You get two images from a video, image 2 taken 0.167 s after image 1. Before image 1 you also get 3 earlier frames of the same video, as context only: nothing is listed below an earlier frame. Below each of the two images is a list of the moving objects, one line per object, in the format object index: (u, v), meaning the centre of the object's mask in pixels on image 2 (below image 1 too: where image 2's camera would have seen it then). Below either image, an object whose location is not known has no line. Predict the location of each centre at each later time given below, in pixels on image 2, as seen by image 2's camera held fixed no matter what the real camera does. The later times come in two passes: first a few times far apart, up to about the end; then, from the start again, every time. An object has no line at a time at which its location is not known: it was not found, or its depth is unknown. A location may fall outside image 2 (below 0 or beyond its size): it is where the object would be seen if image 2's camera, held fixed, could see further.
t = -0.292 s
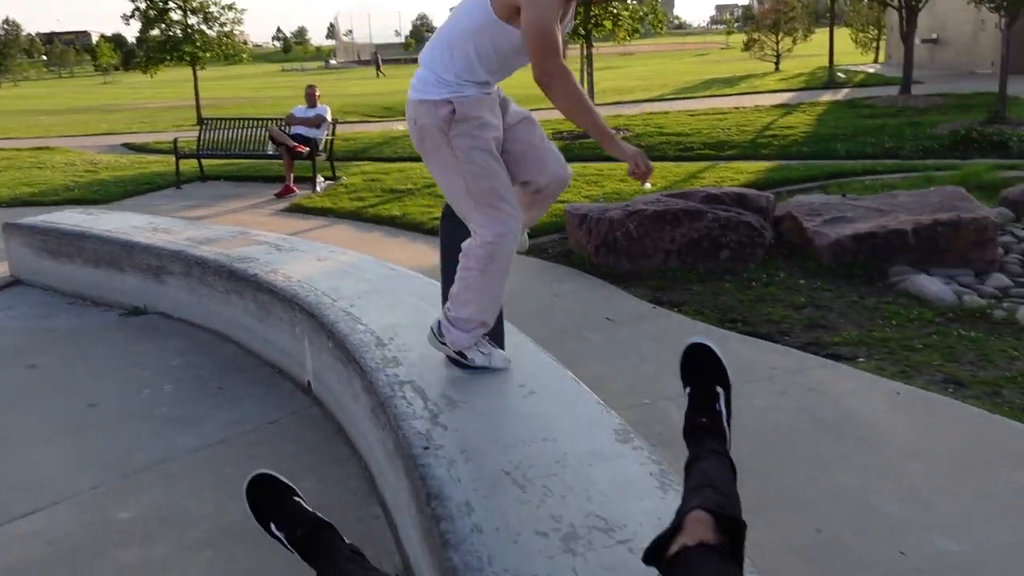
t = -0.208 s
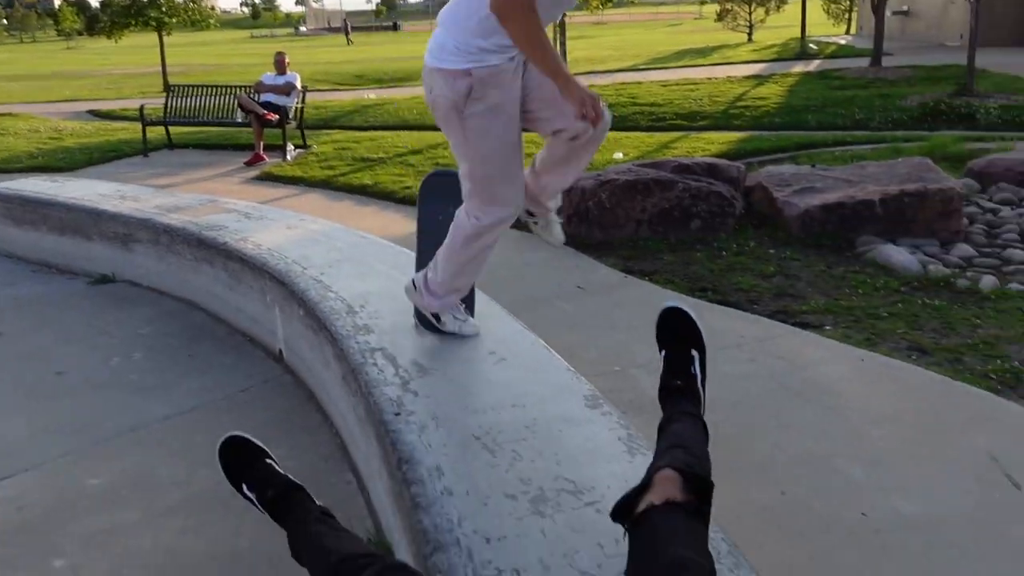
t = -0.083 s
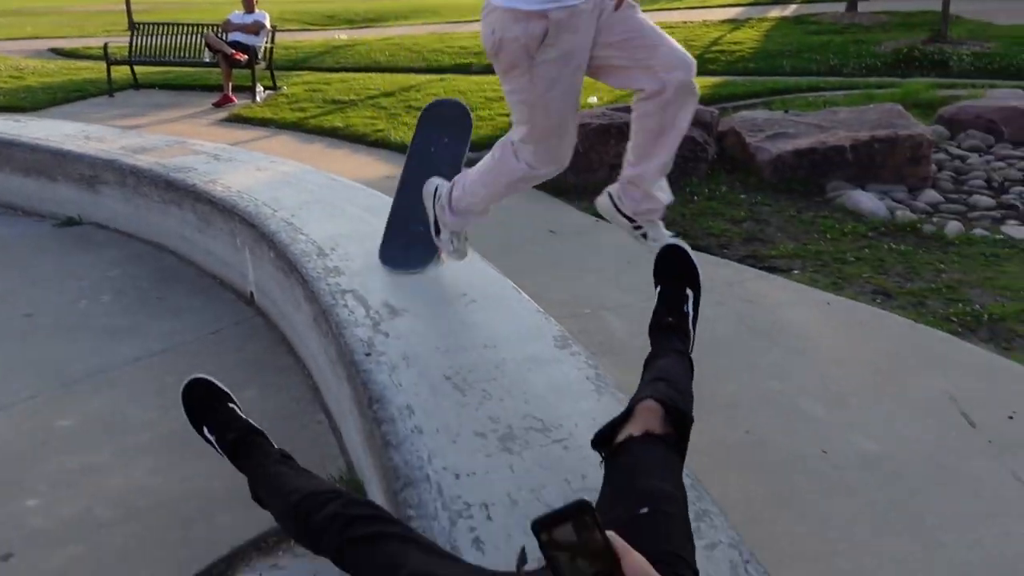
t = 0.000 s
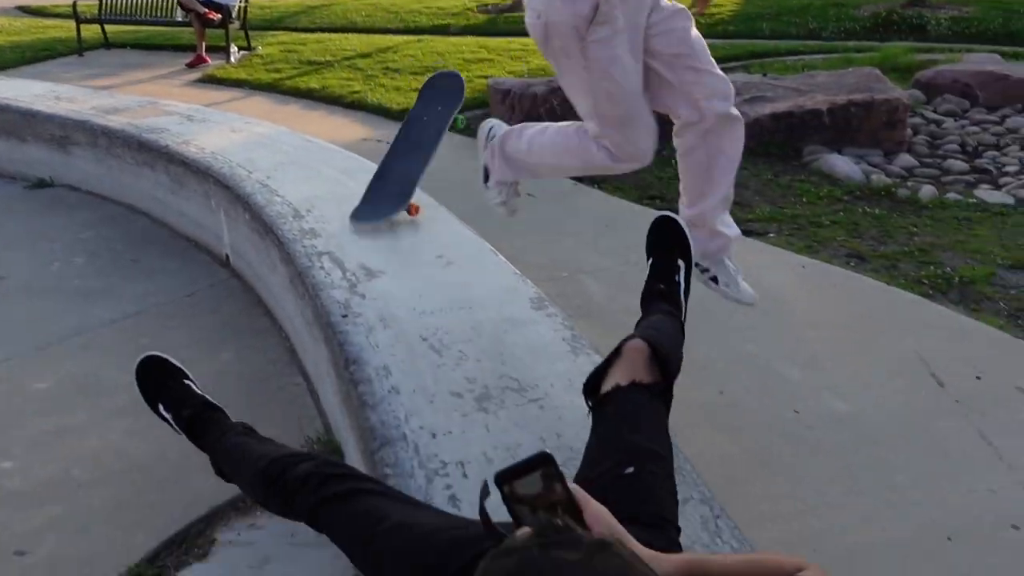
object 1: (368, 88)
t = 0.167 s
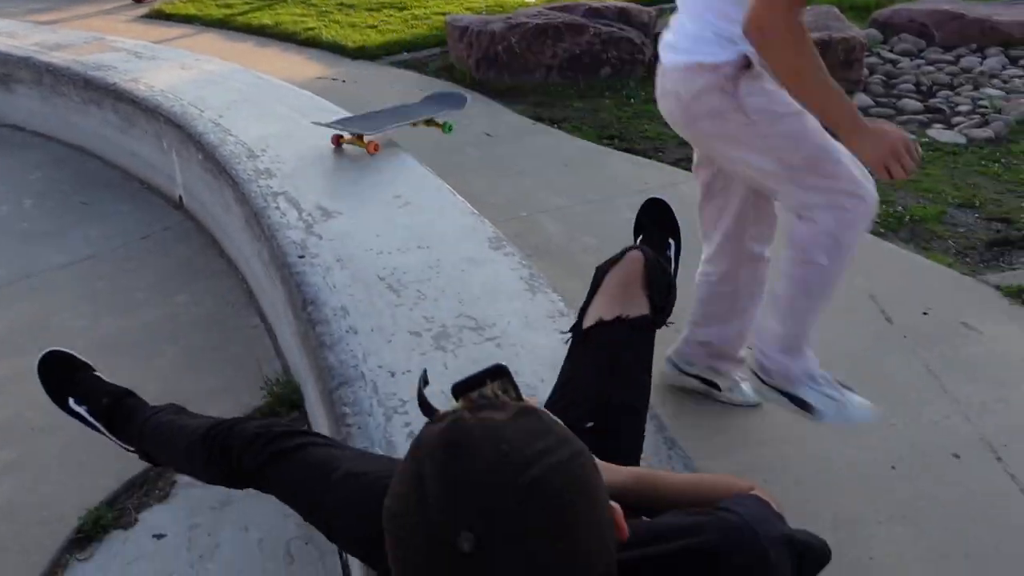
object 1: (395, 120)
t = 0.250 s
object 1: (398, 138)
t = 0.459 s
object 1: (416, 121)
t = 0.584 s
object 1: (446, 124)
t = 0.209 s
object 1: (399, 135)
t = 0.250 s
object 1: (398, 138)
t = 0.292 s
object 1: (401, 126)
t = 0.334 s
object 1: (411, 135)
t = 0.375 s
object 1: (414, 131)
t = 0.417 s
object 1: (415, 126)
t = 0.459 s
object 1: (416, 121)
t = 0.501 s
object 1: (428, 121)
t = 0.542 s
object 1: (442, 122)
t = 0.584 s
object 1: (446, 124)
